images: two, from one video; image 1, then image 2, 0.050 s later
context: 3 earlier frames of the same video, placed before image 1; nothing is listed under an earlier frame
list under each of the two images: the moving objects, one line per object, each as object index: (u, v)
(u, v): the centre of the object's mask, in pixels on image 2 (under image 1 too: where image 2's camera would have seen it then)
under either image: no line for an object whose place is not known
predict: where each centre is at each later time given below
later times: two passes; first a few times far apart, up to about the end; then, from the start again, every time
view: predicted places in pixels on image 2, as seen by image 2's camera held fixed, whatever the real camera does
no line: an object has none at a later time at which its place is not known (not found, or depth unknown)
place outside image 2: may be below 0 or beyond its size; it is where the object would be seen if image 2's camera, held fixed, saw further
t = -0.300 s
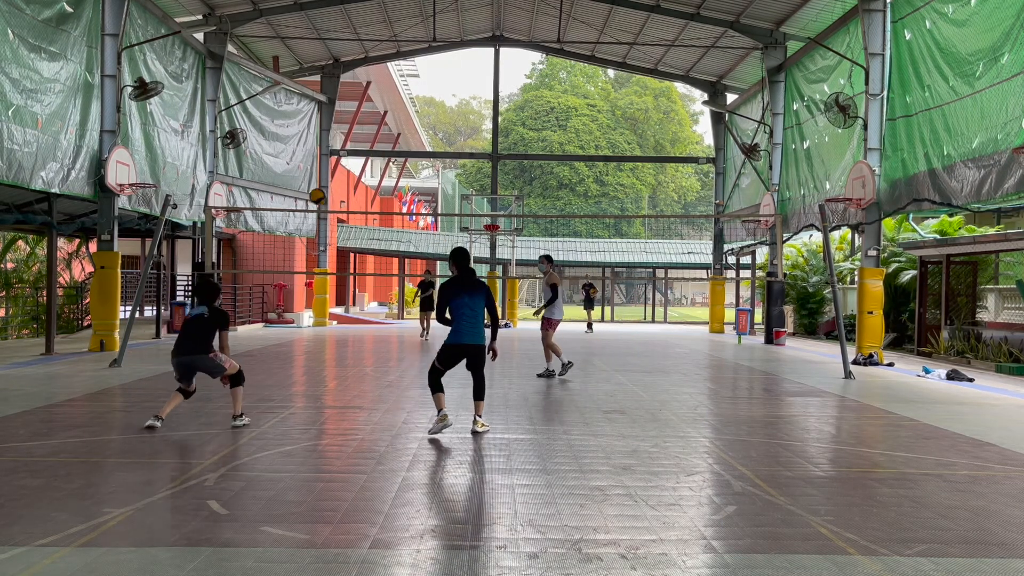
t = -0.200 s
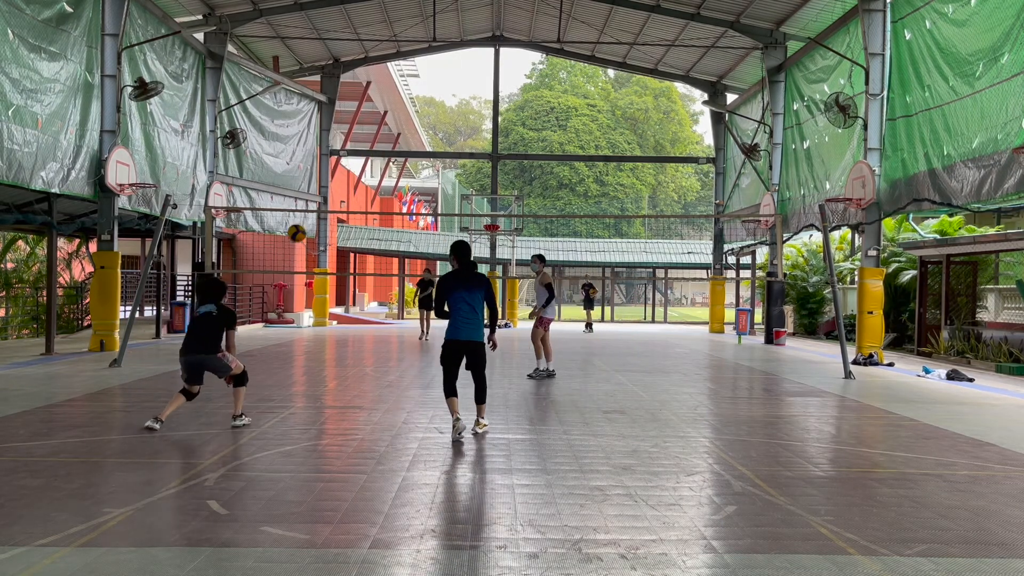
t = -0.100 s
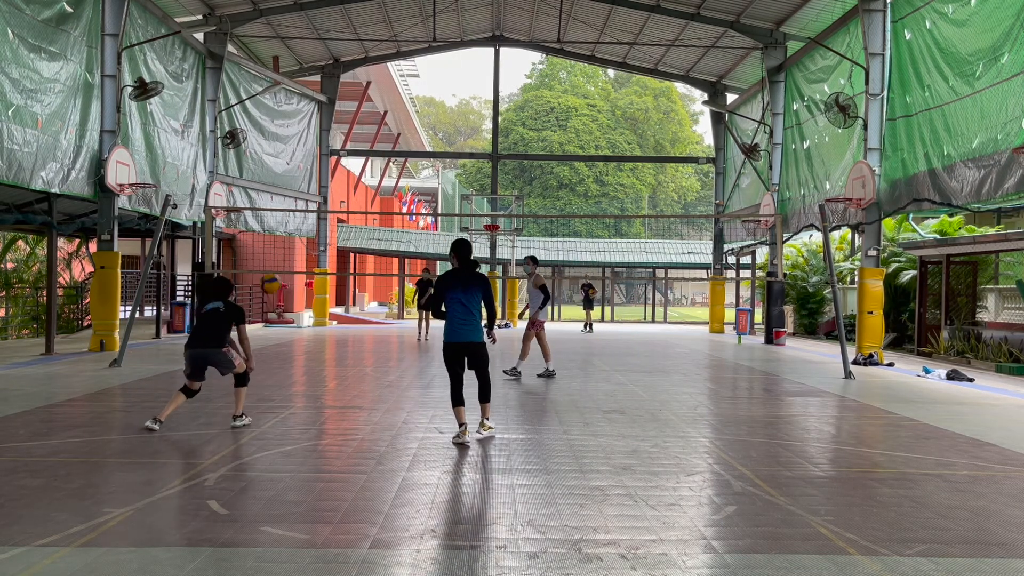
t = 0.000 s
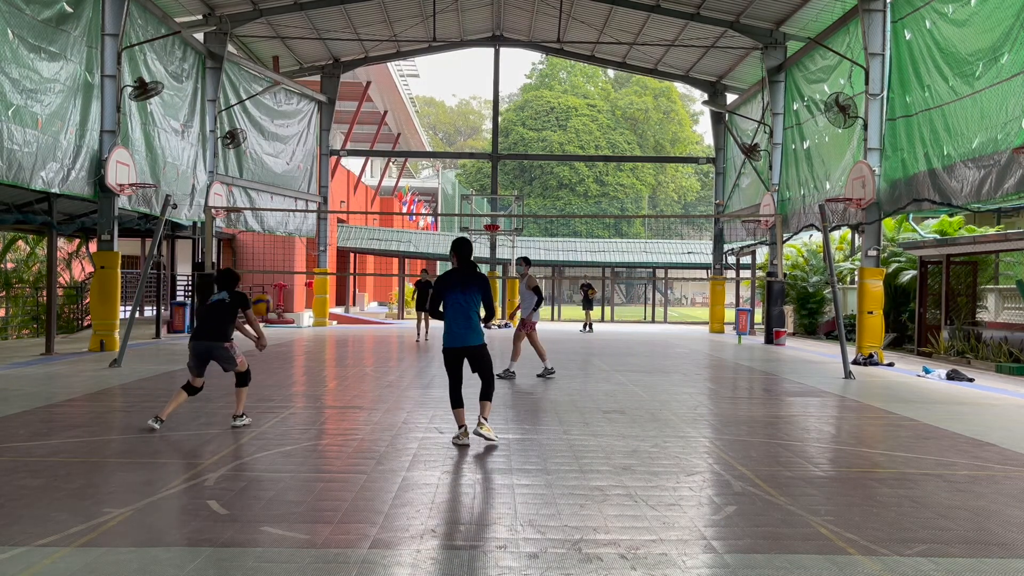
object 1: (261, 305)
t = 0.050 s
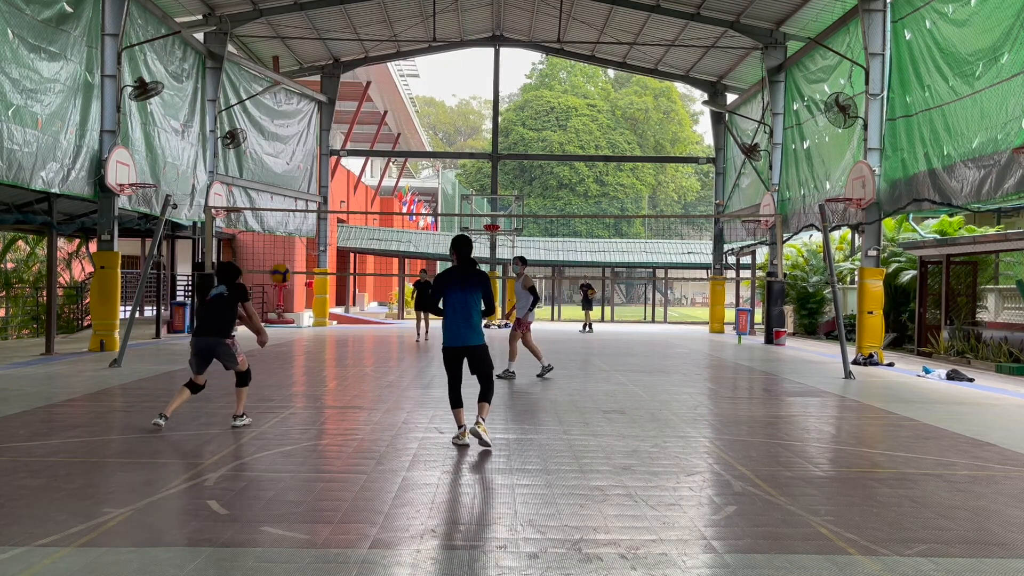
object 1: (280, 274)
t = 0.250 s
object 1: (347, 182)
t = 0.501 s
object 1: (418, 136)
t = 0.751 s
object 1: (475, 145)
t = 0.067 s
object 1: (285, 263)
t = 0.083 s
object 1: (292, 254)
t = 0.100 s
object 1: (297, 245)
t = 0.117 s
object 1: (303, 236)
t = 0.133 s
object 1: (310, 228)
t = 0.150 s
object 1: (315, 221)
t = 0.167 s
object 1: (320, 213)
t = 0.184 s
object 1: (327, 207)
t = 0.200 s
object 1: (332, 200)
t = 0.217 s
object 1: (337, 194)
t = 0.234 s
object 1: (343, 188)
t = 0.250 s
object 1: (347, 182)
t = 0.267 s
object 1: (352, 178)
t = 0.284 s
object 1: (358, 173)
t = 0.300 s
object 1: (363, 168)
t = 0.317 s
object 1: (369, 164)
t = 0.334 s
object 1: (373, 161)
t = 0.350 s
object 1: (378, 156)
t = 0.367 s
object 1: (383, 153)
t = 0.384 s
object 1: (388, 149)
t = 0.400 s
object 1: (392, 146)
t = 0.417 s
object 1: (397, 144)
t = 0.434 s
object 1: (401, 142)
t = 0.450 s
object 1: (405, 141)
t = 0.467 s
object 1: (410, 139)
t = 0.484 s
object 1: (414, 137)
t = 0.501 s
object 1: (418, 136)
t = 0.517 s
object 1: (422, 136)
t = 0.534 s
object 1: (427, 135)
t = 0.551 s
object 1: (431, 134)
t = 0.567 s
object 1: (435, 134)
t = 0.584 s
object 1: (439, 134)
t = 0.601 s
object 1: (443, 134)
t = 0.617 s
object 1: (447, 134)
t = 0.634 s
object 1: (450, 135)
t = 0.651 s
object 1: (454, 136)
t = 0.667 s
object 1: (458, 137)
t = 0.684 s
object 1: (462, 139)
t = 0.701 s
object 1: (465, 140)
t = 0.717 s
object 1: (468, 142)
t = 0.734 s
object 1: (472, 144)
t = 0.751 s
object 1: (475, 145)
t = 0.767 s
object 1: (479, 148)
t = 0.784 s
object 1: (483, 150)
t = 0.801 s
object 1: (485, 153)
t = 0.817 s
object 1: (489, 156)
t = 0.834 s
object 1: (492, 159)
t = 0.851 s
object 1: (495, 162)
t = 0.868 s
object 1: (498, 164)
